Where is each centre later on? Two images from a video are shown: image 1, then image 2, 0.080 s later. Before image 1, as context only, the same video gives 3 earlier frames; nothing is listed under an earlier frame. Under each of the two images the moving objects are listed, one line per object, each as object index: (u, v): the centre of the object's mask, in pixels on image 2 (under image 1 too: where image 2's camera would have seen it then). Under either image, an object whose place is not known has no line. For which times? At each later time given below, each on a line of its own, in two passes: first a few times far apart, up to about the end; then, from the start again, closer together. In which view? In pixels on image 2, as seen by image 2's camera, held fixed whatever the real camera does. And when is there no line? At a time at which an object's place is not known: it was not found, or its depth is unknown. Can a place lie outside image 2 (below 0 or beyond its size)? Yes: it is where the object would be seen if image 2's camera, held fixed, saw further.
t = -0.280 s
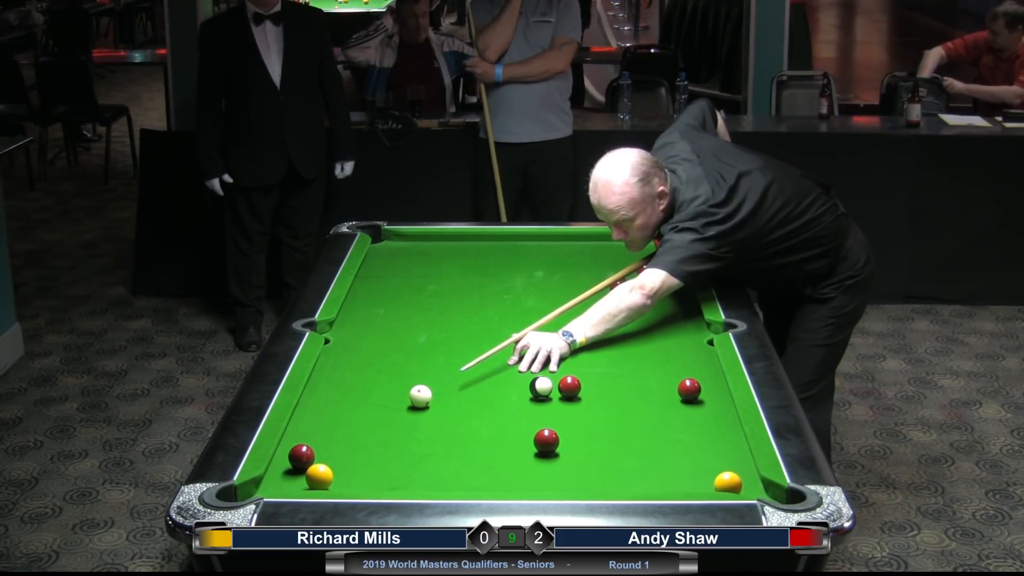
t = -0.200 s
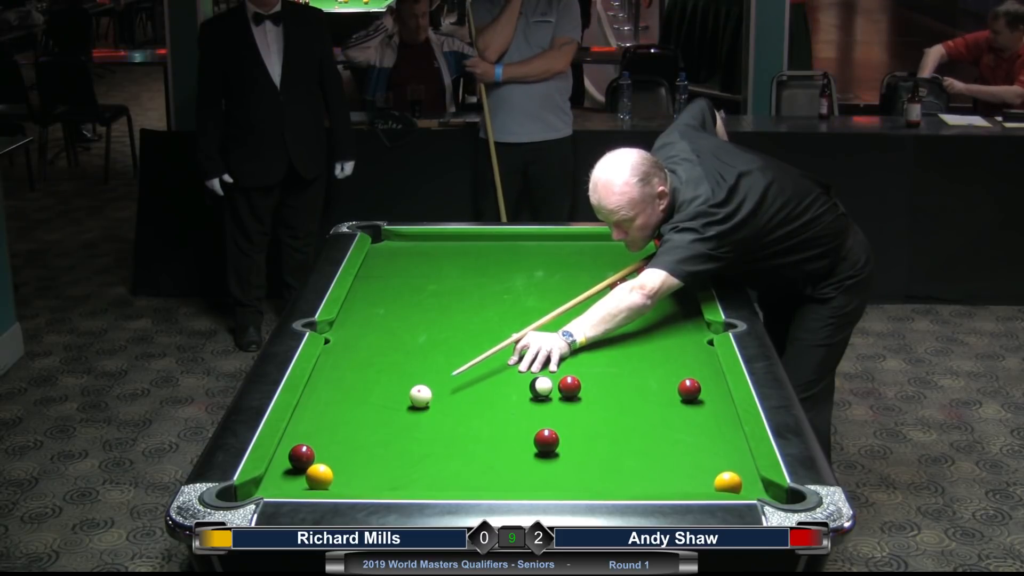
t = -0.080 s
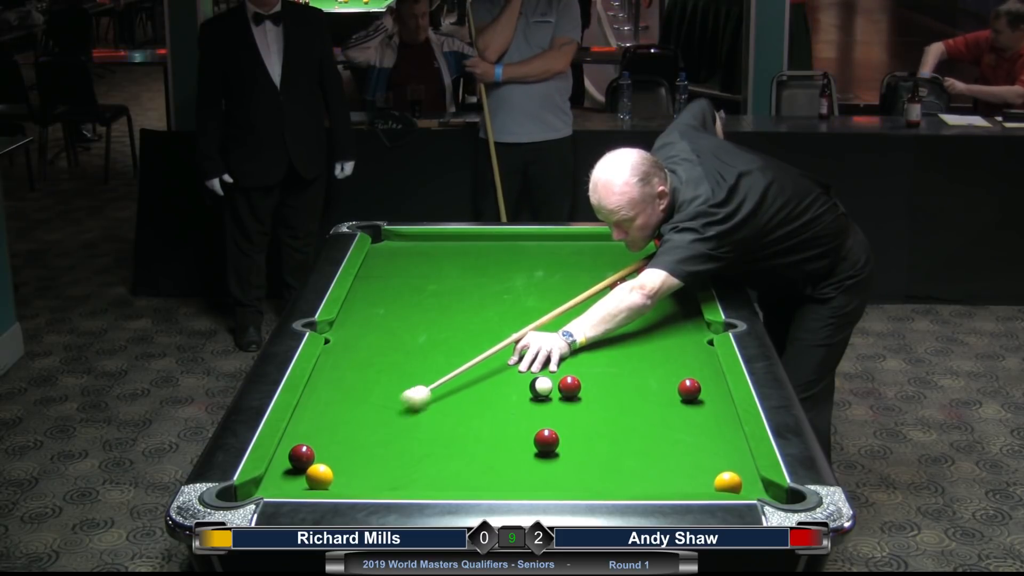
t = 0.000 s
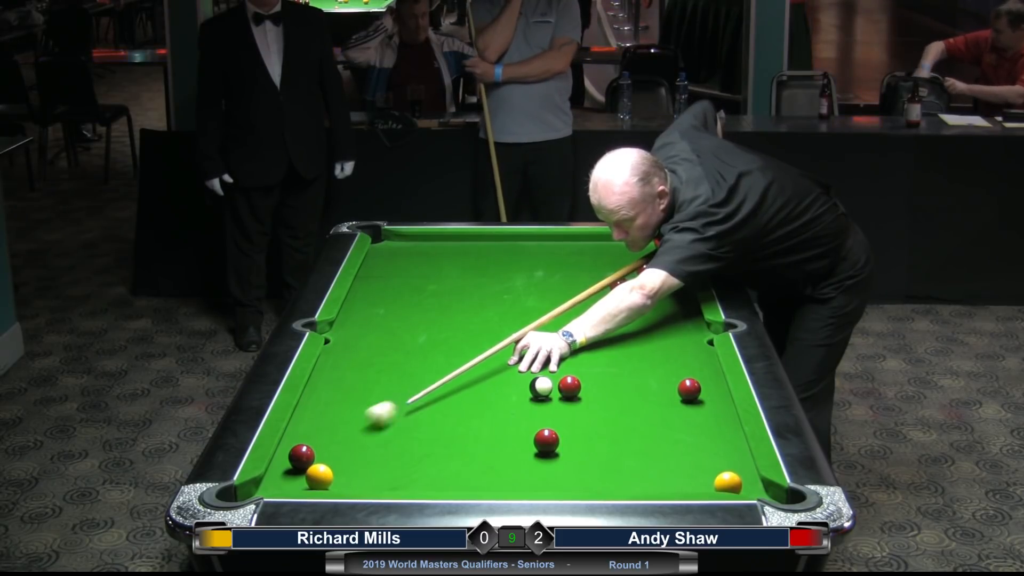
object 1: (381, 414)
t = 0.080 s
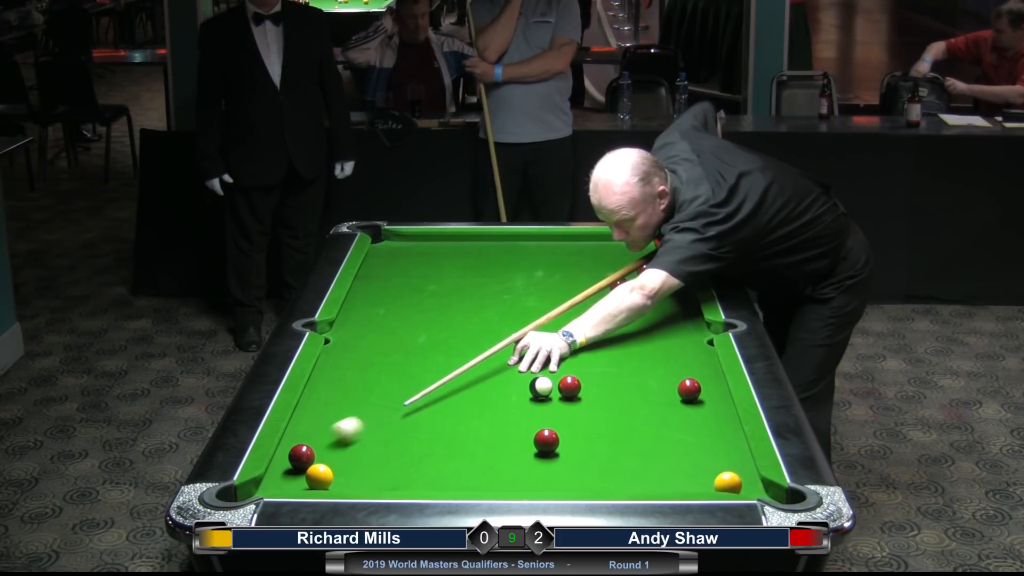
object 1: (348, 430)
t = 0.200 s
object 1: (303, 444)
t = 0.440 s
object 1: (318, 447)
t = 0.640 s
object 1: (344, 449)
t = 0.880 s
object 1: (373, 451)
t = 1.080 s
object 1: (396, 453)
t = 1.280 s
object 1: (416, 454)
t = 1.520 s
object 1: (437, 455)
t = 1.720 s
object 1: (453, 456)
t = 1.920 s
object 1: (466, 457)
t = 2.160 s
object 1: (480, 458)
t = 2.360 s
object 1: (488, 457)
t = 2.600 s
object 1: (495, 458)
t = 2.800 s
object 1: (499, 458)
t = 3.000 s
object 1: (501, 459)
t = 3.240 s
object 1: (501, 459)
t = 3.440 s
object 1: (501, 459)
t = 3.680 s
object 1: (501, 459)
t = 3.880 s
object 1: (501, 459)
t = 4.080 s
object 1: (501, 458)
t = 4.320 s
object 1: (501, 458)
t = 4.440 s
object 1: (498, 461)
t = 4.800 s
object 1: (503, 459)
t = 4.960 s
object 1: (501, 458)
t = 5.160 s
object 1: (501, 458)
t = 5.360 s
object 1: (501, 458)
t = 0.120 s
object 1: (330, 437)
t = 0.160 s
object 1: (315, 442)
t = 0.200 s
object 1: (303, 444)
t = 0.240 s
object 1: (292, 445)
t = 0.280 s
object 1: (295, 446)
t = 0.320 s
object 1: (301, 446)
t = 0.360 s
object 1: (307, 447)
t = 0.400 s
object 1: (312, 447)
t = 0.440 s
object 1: (318, 447)
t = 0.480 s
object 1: (323, 448)
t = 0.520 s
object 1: (329, 448)
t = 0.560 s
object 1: (334, 449)
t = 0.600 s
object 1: (339, 449)
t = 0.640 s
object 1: (344, 449)
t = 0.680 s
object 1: (349, 449)
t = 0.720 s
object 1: (355, 450)
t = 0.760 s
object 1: (359, 450)
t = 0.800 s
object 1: (364, 450)
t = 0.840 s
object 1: (369, 451)
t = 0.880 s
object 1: (373, 451)
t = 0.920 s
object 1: (378, 451)
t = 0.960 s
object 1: (383, 452)
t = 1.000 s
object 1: (387, 452)
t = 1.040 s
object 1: (391, 452)
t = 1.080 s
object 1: (396, 453)
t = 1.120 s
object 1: (400, 453)
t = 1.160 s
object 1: (404, 453)
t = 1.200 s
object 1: (408, 453)
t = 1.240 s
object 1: (412, 454)
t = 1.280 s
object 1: (416, 454)
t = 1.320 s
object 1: (419, 454)
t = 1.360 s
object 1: (423, 454)
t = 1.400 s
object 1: (427, 454)
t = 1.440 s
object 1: (431, 455)
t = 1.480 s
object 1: (434, 455)
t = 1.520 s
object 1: (437, 455)
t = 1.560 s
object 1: (441, 455)
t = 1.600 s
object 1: (444, 455)
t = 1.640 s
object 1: (447, 456)
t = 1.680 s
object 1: (450, 456)
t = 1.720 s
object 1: (453, 456)
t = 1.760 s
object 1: (456, 456)
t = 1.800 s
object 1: (459, 456)
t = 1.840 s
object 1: (461, 456)
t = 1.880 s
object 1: (464, 457)
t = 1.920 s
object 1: (466, 457)
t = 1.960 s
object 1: (469, 457)
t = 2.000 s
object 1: (471, 457)
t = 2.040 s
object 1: (474, 457)
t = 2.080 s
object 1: (476, 457)
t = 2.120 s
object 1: (478, 457)
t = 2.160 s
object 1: (480, 458)
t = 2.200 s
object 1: (482, 457)
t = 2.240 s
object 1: (484, 457)
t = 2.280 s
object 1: (485, 457)
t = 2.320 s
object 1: (487, 458)
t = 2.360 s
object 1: (488, 457)
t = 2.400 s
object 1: (490, 458)
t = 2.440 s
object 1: (491, 458)
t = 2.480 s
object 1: (492, 458)
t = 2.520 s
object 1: (493, 458)
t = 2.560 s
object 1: (494, 458)
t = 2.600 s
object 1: (495, 458)
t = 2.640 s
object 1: (496, 458)
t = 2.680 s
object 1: (497, 458)
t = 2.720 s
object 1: (498, 458)
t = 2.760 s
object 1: (499, 458)
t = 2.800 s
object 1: (499, 458)
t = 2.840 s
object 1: (500, 458)
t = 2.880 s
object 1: (500, 458)
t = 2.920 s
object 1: (501, 458)
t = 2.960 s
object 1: (501, 458)
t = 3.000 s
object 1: (501, 459)
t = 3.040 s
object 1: (501, 459)
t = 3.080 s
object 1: (501, 459)
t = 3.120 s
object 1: (501, 459)
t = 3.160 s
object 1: (501, 459)
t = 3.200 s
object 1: (501, 459)
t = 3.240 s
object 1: (501, 459)
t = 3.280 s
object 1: (501, 459)
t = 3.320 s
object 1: (501, 459)
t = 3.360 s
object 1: (501, 459)
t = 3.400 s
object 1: (501, 459)
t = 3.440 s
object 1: (501, 459)
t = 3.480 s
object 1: (501, 459)
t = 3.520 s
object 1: (501, 459)
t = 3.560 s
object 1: (501, 459)
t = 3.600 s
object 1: (501, 459)
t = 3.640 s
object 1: (501, 459)
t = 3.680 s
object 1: (501, 459)
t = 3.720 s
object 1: (501, 459)
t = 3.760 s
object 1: (501, 459)
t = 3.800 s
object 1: (501, 459)
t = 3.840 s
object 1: (501, 459)
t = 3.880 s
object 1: (501, 459)
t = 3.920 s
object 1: (501, 459)
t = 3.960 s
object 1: (501, 459)
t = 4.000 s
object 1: (501, 459)
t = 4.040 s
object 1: (501, 459)
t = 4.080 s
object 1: (501, 458)
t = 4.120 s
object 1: (501, 459)
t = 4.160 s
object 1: (501, 459)
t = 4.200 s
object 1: (501, 459)
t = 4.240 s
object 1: (501, 458)
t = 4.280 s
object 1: (501, 458)
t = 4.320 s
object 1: (501, 458)
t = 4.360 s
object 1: (501, 458)
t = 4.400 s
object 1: (501, 458)
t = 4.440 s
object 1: (498, 461)
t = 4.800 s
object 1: (503, 459)
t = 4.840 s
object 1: (501, 458)
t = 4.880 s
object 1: (501, 458)
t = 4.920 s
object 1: (501, 458)
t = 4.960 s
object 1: (501, 458)
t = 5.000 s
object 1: (501, 459)
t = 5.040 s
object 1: (501, 458)
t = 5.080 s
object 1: (501, 458)
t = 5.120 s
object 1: (501, 458)
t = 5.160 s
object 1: (501, 458)
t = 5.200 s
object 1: (501, 458)
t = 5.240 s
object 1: (501, 459)
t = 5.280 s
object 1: (501, 458)
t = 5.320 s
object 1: (501, 458)
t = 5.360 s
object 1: (501, 458)
